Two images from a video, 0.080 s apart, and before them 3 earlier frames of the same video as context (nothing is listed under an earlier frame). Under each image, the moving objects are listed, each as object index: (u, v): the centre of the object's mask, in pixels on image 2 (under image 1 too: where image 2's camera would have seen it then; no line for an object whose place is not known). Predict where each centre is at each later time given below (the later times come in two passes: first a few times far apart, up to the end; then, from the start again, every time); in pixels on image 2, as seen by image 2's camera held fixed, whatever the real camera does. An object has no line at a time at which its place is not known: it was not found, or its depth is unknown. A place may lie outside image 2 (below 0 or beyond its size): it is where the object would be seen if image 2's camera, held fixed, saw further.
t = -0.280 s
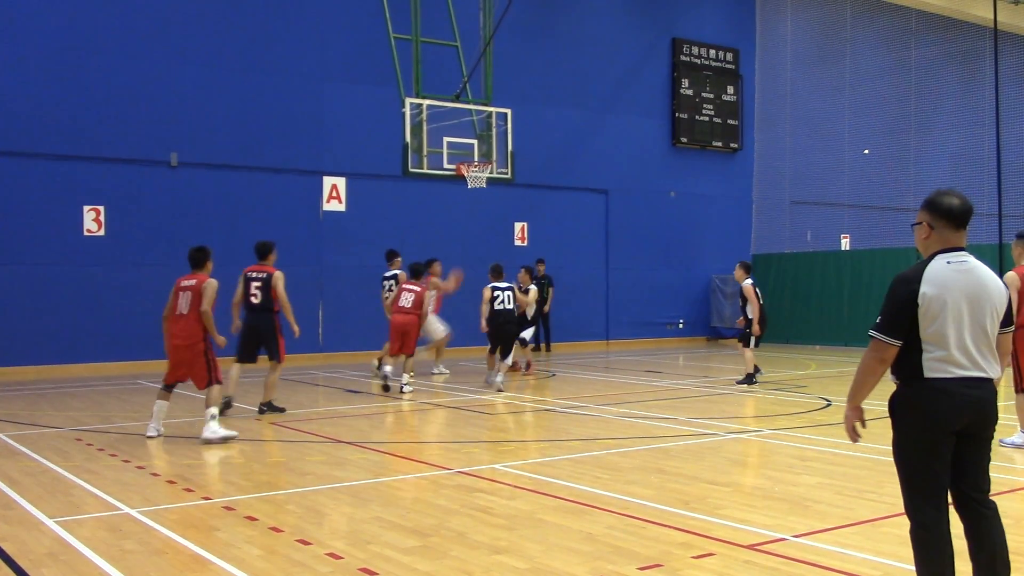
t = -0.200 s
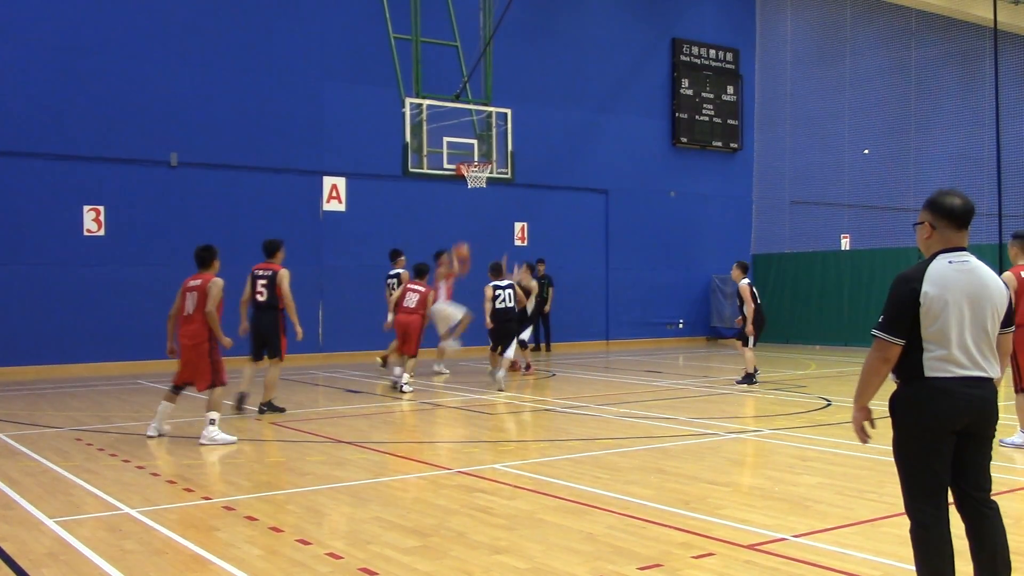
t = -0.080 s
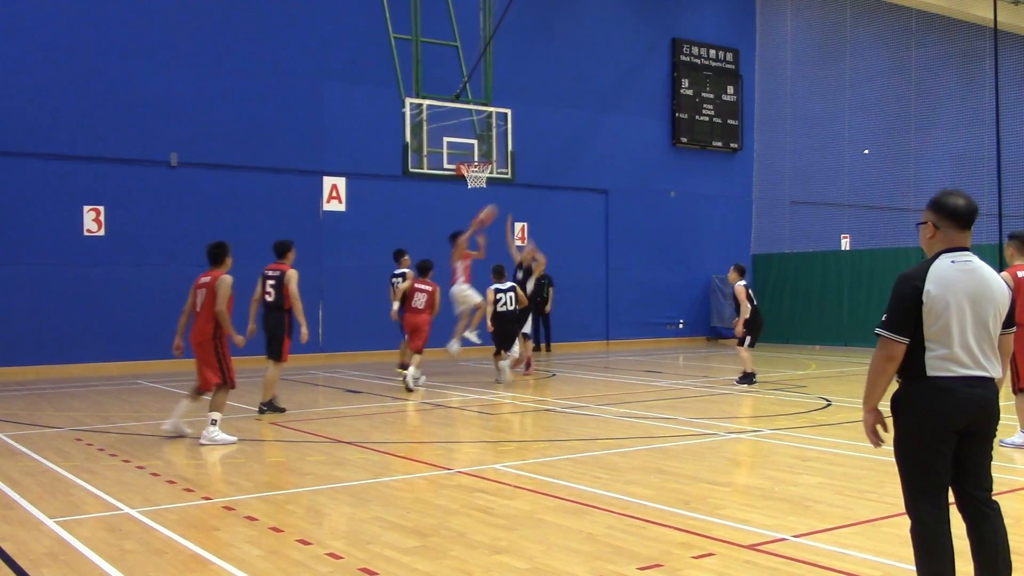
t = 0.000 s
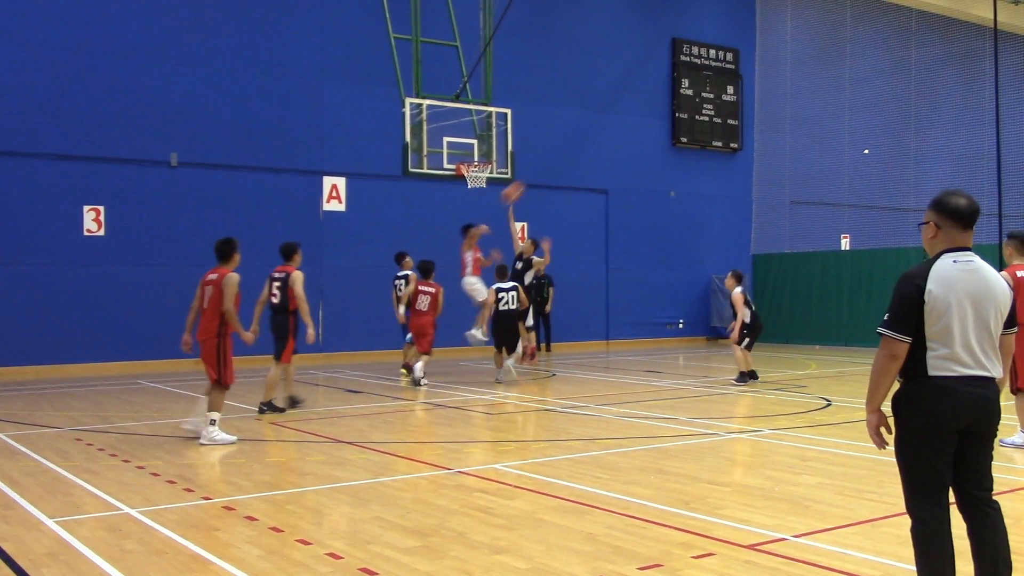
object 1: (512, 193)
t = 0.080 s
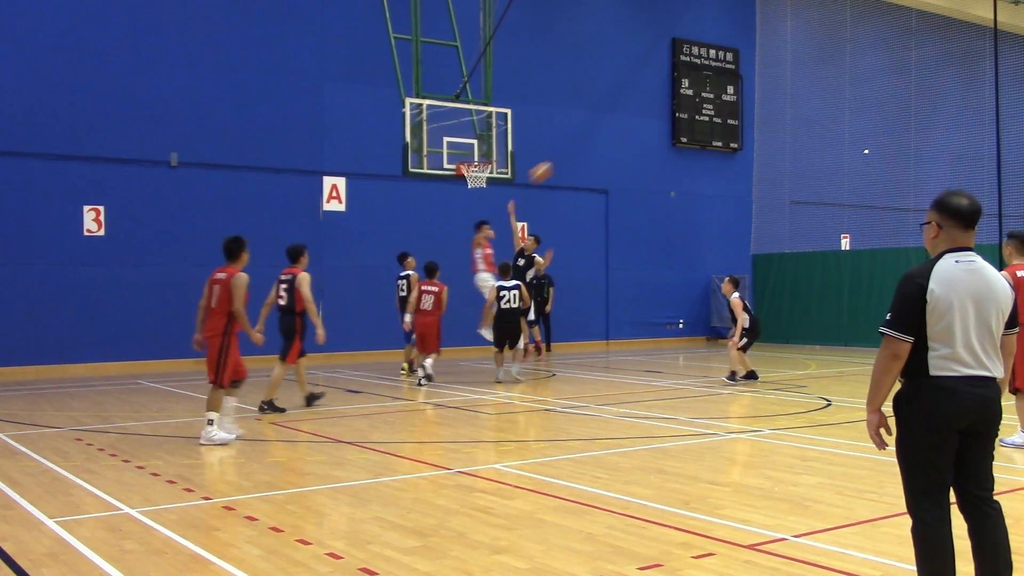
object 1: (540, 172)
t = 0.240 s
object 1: (601, 142)
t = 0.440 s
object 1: (684, 128)
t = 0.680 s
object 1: (802, 155)
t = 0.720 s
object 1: (824, 166)
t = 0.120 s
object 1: (555, 163)
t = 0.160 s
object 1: (570, 155)
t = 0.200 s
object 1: (585, 148)
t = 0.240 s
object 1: (601, 142)
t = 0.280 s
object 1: (617, 137)
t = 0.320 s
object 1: (633, 133)
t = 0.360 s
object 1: (649, 130)
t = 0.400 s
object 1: (667, 129)
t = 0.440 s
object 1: (684, 128)
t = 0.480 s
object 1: (701, 129)
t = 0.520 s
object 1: (721, 131)
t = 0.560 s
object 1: (738, 135)
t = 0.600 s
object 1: (761, 140)
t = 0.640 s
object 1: (781, 147)
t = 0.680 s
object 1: (802, 155)
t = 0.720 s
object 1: (824, 166)
